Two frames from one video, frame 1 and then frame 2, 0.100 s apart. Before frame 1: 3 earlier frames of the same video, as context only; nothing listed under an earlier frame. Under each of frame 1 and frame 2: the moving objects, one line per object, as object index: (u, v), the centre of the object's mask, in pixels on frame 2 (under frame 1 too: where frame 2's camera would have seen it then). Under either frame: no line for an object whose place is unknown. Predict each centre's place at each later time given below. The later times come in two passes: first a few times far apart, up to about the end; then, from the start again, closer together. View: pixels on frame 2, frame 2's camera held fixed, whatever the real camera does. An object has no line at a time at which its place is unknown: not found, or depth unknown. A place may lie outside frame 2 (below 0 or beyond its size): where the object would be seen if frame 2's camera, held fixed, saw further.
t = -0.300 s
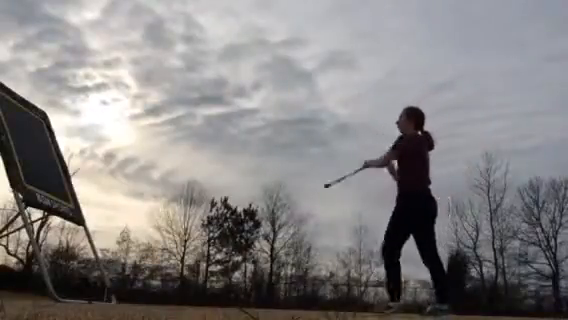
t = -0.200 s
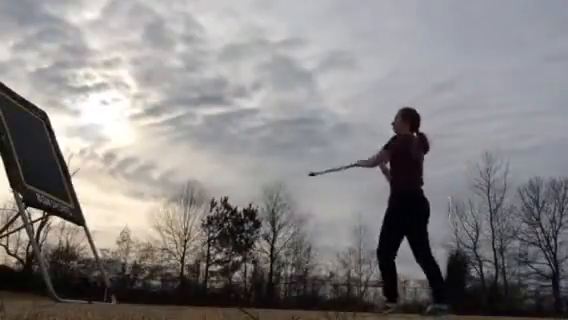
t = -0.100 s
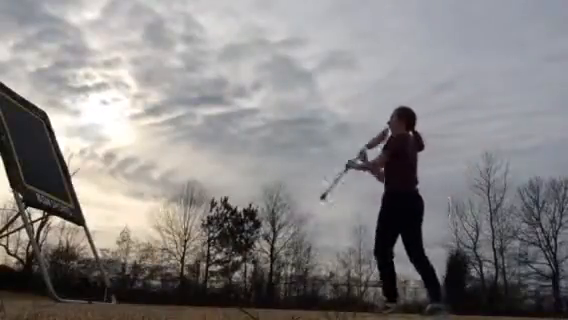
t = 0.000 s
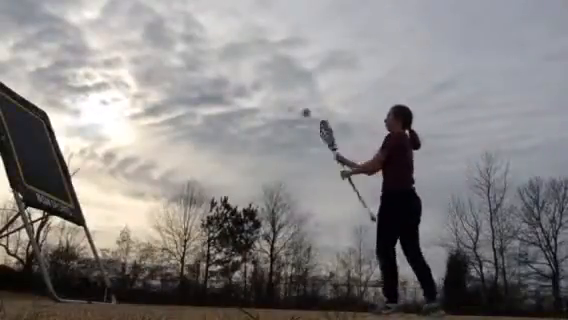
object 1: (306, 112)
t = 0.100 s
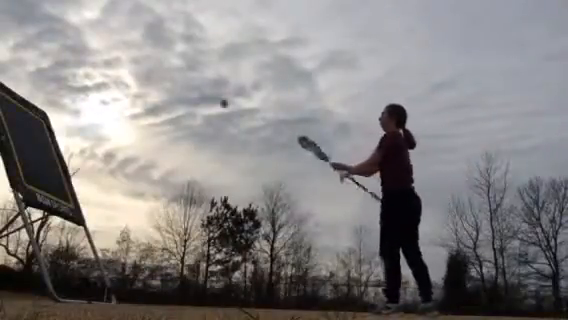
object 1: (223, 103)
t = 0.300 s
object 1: (58, 117)
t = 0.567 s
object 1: (96, 95)
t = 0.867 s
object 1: (216, 121)
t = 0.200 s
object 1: (142, 105)
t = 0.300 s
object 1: (58, 117)
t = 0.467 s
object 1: (54, 107)
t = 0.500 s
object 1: (68, 101)
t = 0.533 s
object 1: (83, 98)
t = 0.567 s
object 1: (96, 95)
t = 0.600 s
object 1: (110, 92)
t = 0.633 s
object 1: (123, 92)
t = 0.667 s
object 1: (136, 93)
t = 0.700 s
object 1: (150, 95)
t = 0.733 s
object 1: (163, 99)
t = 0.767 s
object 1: (177, 102)
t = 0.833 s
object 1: (203, 115)
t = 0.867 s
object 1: (216, 121)
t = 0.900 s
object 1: (230, 131)
